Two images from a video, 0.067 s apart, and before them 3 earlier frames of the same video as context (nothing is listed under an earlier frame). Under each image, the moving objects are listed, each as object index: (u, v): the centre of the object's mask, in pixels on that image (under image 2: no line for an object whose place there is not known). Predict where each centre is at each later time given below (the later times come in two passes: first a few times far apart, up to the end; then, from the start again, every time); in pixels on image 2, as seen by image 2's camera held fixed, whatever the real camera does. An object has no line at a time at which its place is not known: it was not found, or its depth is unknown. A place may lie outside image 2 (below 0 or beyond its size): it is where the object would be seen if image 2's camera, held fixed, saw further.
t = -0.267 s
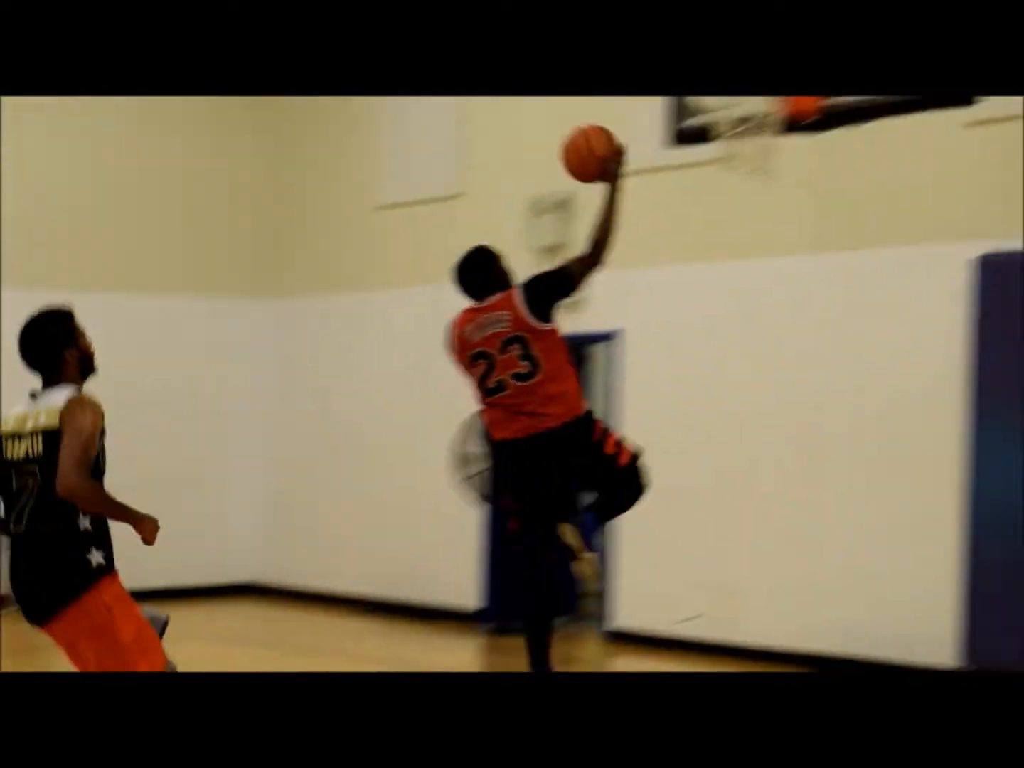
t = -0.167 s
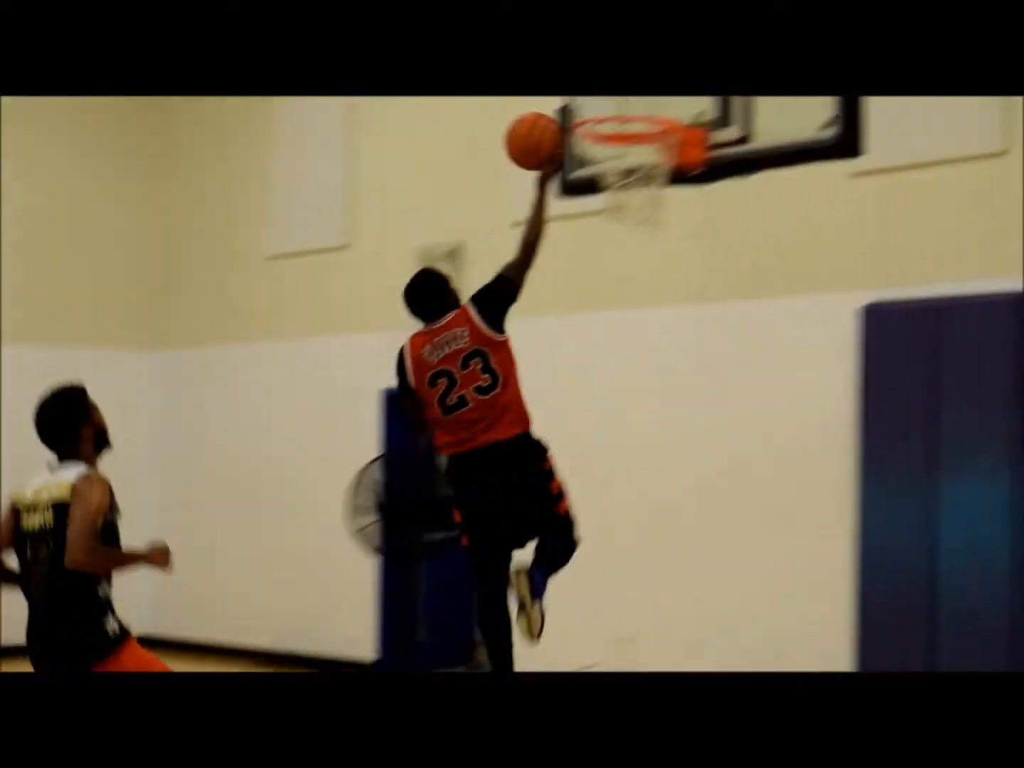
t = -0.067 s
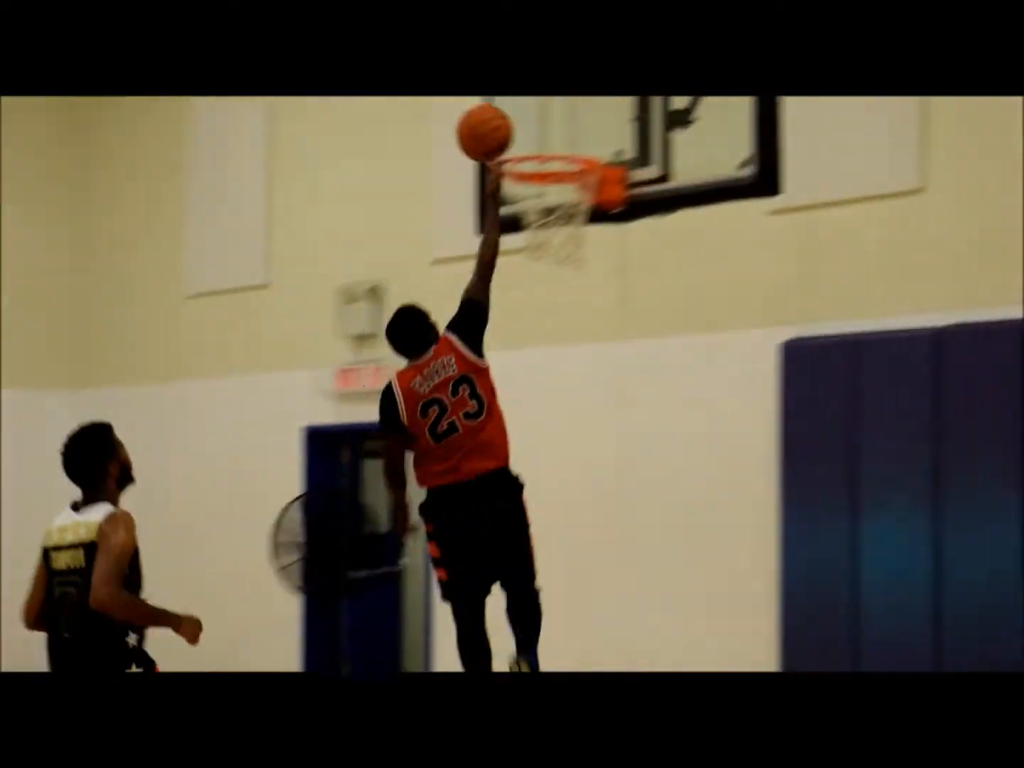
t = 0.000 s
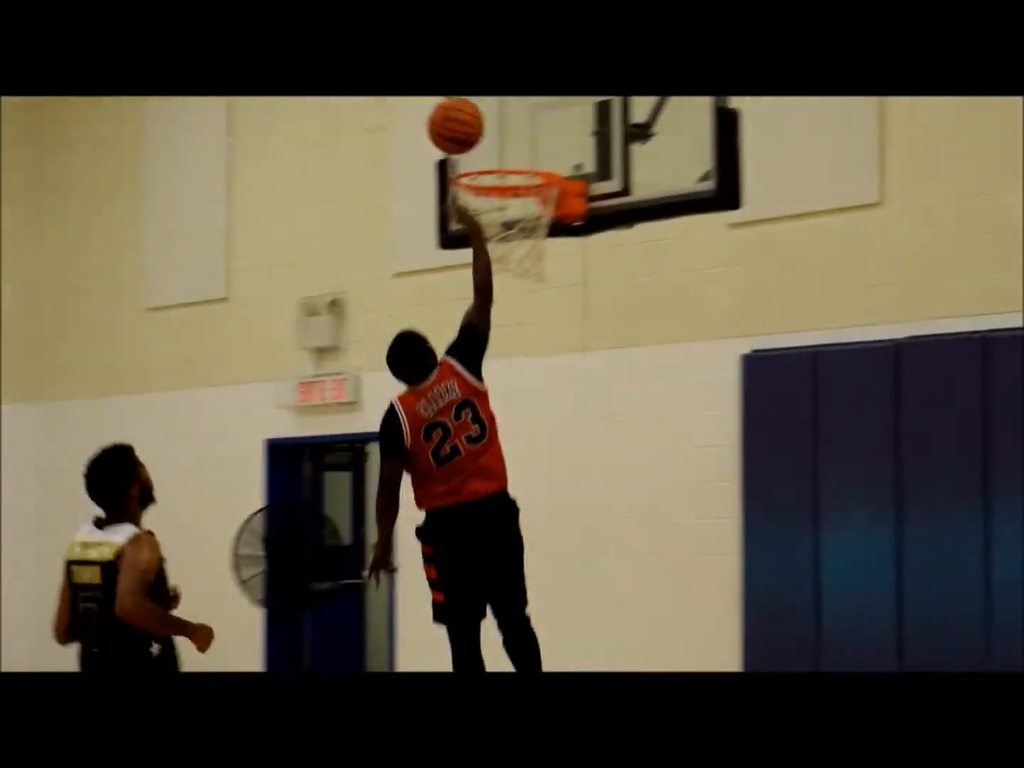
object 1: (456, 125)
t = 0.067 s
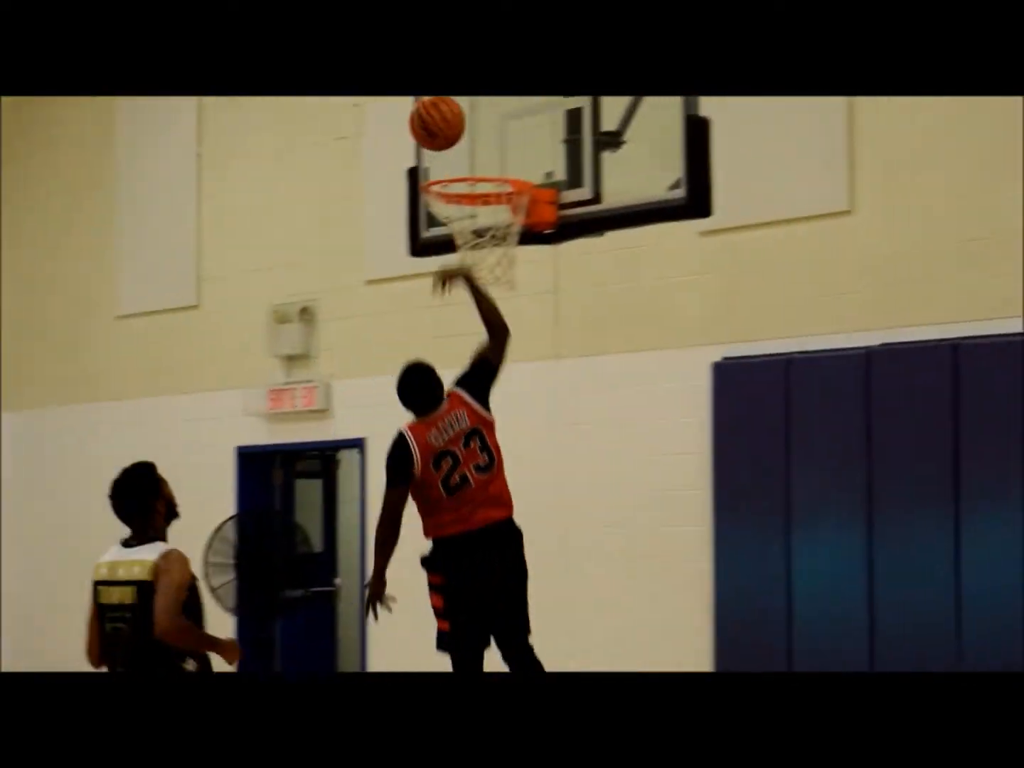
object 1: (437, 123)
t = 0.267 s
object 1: (469, 149)
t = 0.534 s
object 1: (505, 291)
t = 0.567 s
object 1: (508, 310)
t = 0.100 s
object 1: (443, 120)
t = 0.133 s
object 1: (448, 121)
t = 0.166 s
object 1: (453, 125)
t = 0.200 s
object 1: (459, 130)
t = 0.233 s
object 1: (465, 138)
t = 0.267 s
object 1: (469, 149)
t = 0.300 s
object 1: (475, 158)
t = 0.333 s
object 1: (480, 181)
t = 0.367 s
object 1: (484, 200)
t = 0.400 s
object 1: (485, 214)
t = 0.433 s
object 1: (496, 239)
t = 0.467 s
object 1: (499, 257)
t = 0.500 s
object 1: (502, 277)
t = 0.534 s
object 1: (505, 291)
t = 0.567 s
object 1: (508, 310)
